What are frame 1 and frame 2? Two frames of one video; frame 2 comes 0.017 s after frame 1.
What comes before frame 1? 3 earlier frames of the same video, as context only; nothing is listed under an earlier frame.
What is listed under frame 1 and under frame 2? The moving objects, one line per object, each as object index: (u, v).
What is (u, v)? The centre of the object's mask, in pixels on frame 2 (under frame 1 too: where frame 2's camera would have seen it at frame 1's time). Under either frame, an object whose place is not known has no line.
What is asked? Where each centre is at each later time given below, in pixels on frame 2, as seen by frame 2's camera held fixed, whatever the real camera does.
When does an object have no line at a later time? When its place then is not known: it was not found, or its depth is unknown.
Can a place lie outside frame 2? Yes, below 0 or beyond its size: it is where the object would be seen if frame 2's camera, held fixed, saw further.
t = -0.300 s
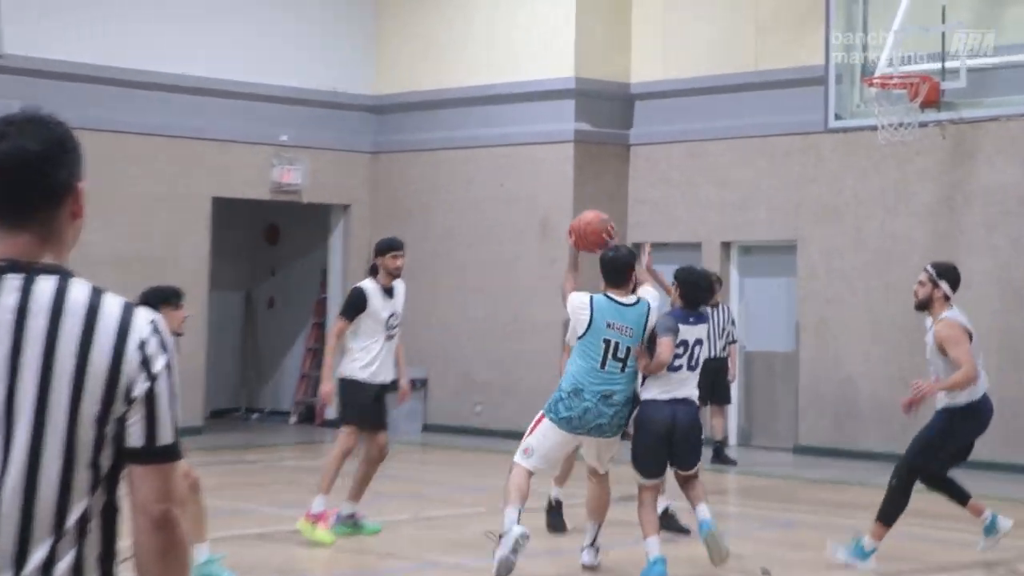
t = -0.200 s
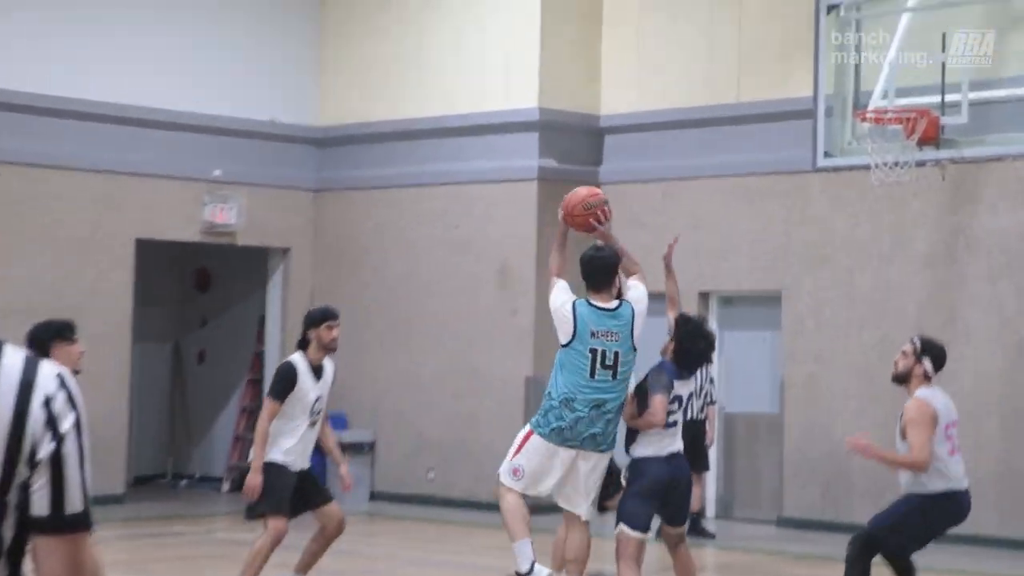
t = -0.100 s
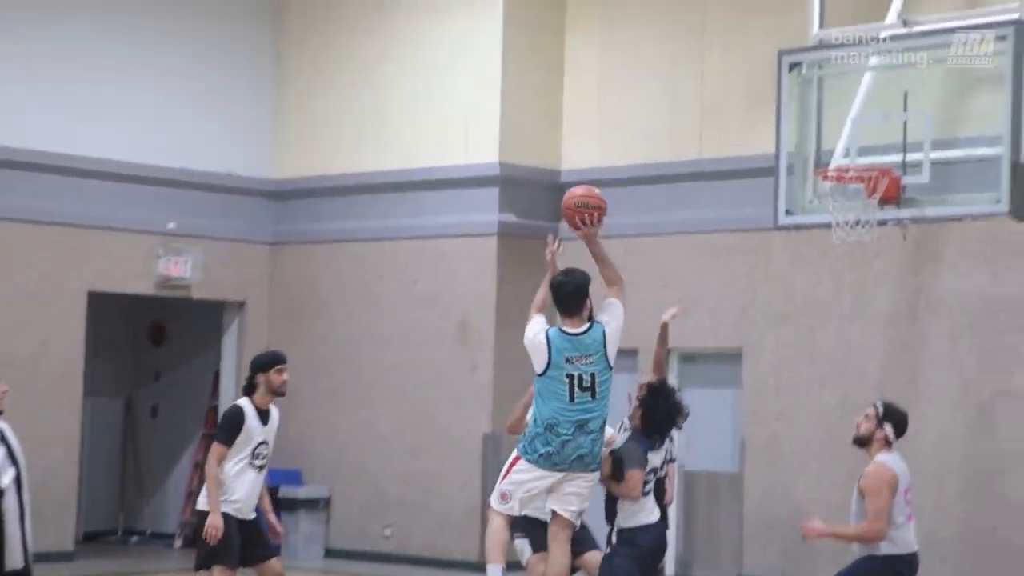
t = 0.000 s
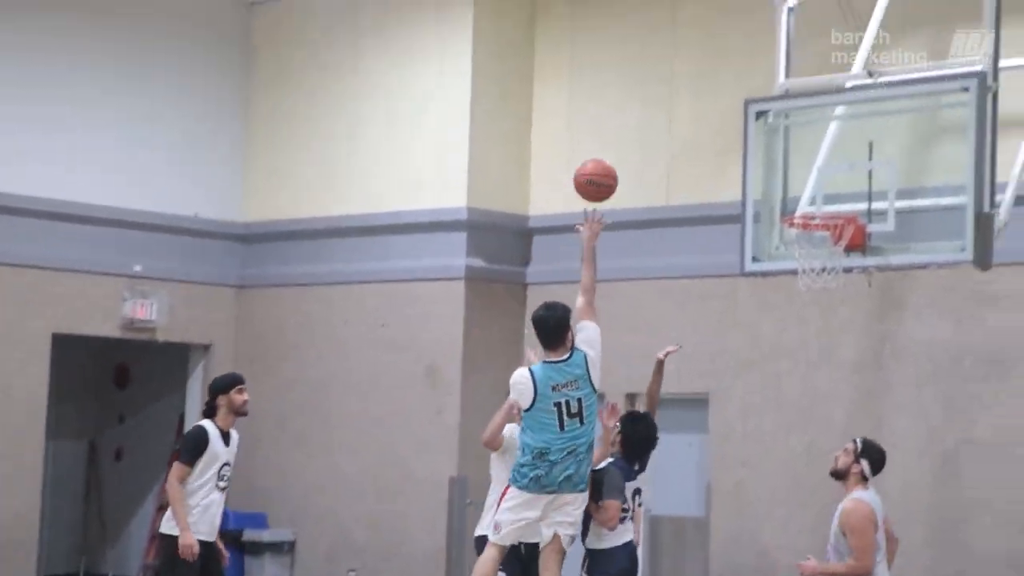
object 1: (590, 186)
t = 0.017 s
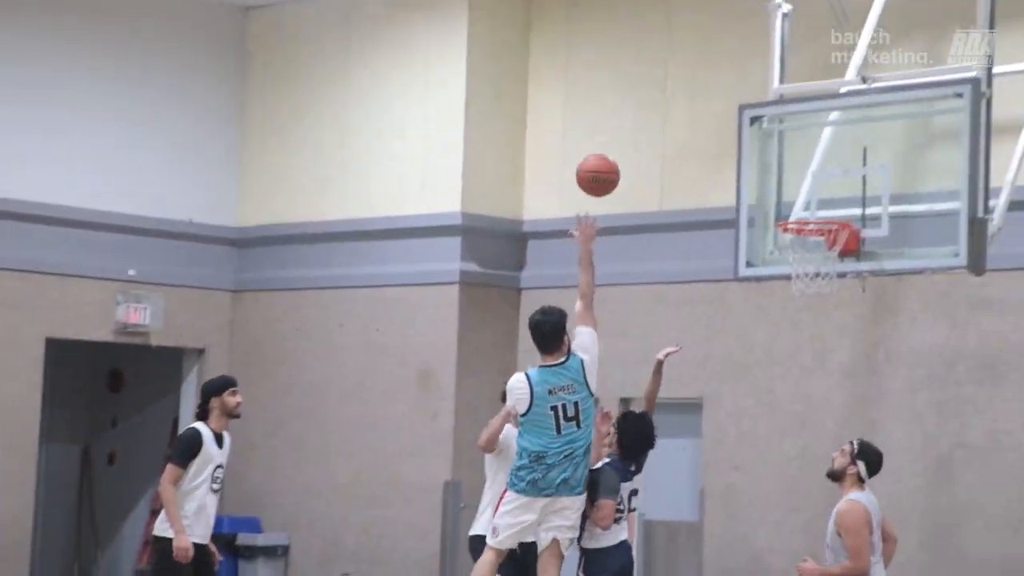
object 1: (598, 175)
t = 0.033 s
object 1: (605, 165)
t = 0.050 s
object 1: (613, 155)
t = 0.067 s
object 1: (621, 146)
